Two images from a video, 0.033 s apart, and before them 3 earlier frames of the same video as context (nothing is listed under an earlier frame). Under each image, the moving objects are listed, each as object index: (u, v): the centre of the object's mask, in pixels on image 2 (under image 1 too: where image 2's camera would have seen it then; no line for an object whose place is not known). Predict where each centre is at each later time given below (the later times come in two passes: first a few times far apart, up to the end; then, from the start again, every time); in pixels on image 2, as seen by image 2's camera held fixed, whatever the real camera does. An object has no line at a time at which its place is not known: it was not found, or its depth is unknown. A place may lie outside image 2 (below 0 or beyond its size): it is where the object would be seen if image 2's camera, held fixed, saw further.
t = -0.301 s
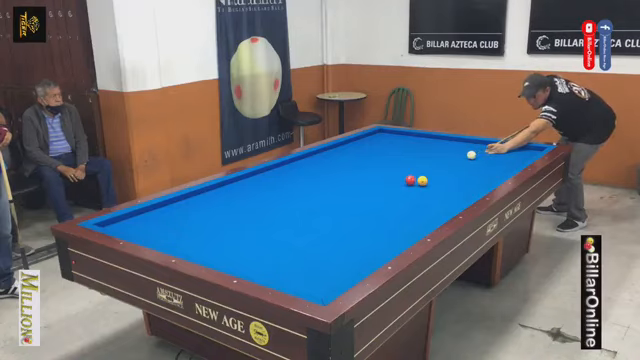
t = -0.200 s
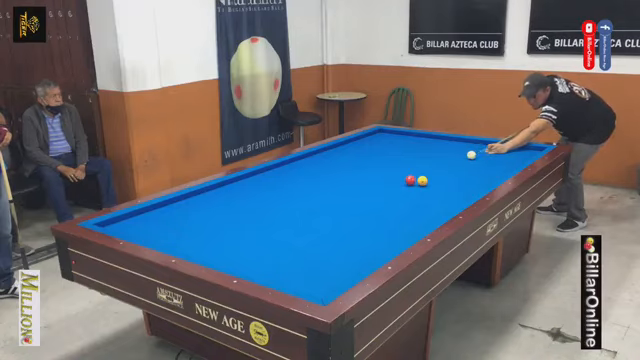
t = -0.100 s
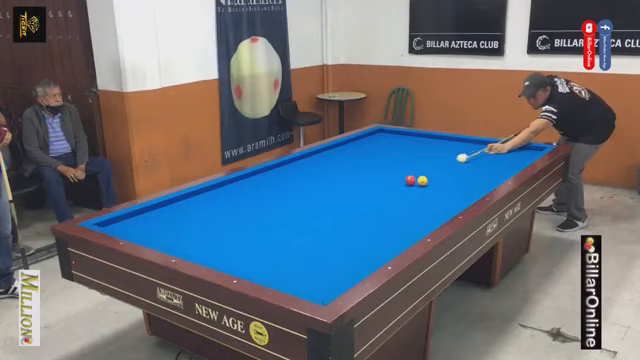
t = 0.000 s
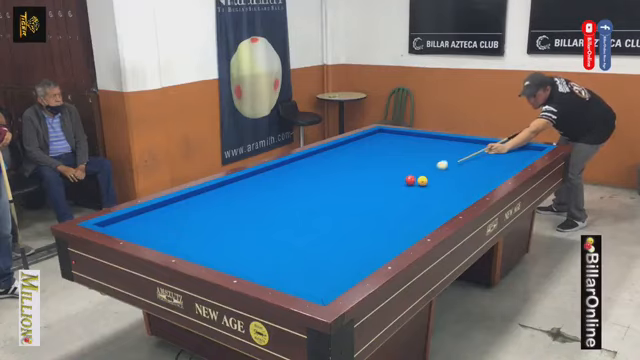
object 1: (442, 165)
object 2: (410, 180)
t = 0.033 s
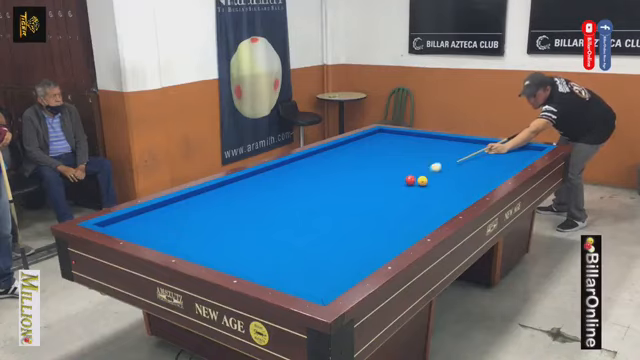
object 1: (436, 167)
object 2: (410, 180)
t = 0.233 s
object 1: (397, 178)
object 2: (411, 183)
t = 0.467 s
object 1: (351, 182)
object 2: (414, 196)
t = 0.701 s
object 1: (302, 187)
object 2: (418, 210)
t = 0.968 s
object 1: (245, 193)
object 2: (421, 226)
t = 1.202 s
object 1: (193, 199)
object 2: (396, 233)
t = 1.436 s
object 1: (156, 211)
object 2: (369, 240)
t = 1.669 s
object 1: (126, 229)
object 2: (342, 247)
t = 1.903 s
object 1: (165, 228)
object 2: (314, 255)
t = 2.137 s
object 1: (207, 225)
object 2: (284, 262)
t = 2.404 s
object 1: (253, 221)
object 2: (249, 269)
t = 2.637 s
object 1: (292, 218)
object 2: (247, 262)
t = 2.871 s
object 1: (329, 215)
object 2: (248, 254)
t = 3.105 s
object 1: (364, 213)
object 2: (248, 245)
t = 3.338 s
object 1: (400, 210)
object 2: (249, 238)
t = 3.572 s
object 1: (433, 208)
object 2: (249, 231)
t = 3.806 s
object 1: (452, 202)
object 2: (249, 225)
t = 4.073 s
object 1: (448, 194)
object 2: (250, 219)
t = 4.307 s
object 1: (445, 187)
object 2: (250, 214)
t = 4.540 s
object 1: (442, 181)
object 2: (250, 209)
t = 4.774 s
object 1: (439, 175)
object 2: (250, 205)
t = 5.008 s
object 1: (437, 170)
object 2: (250, 201)
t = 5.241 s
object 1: (435, 165)
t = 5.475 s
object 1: (433, 161)
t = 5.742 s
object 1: (431, 155)
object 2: (250, 190)
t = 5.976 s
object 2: (250, 187)
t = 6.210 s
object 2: (250, 184)
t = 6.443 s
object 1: (426, 145)
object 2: (250, 182)
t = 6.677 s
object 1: (425, 142)
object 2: (250, 179)
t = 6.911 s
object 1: (424, 139)
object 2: (250, 177)
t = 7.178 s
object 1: (423, 136)
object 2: (251, 175)
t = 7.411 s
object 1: (420, 134)
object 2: (254, 173)
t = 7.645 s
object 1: (412, 135)
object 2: (259, 173)
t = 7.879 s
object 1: (404, 135)
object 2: (262, 173)
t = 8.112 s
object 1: (397, 136)
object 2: (266, 173)
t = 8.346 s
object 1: (390, 136)
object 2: (269, 172)
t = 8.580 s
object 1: (383, 137)
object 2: (272, 172)
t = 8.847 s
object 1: (376, 137)
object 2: (274, 171)
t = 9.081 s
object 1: (369, 138)
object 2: (276, 171)
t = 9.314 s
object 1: (363, 138)
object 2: (277, 171)
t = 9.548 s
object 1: (357, 138)
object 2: (279, 171)
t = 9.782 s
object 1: (355, 139)
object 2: (280, 171)
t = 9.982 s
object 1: (355, 139)
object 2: (280, 171)
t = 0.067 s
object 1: (429, 170)
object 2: (410, 180)
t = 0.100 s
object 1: (423, 171)
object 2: (410, 180)
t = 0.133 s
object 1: (417, 173)
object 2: (409, 180)
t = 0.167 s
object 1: (411, 174)
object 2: (410, 180)
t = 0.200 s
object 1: (403, 177)
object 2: (411, 182)
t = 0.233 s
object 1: (397, 178)
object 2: (411, 183)
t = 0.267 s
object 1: (391, 178)
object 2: (411, 186)
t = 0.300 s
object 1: (384, 178)
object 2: (412, 188)
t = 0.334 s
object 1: (377, 179)
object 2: (412, 190)
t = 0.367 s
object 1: (371, 180)
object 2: (413, 192)
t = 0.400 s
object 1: (364, 180)
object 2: (413, 193)
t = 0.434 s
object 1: (357, 181)
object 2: (414, 195)
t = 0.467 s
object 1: (351, 182)
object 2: (414, 196)
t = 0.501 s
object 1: (344, 182)
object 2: (415, 198)
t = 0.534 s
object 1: (337, 183)
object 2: (415, 200)
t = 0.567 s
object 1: (330, 184)
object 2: (416, 202)
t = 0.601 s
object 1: (323, 185)
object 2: (416, 204)
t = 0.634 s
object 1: (316, 185)
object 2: (417, 206)
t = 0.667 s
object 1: (310, 186)
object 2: (417, 208)
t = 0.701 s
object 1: (302, 187)
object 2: (418, 210)
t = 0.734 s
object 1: (296, 188)
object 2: (418, 212)
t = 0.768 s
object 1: (289, 188)
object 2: (419, 214)
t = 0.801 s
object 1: (281, 189)
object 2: (420, 216)
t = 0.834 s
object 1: (274, 190)
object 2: (420, 218)
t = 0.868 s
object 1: (267, 190)
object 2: (421, 220)
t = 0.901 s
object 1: (260, 191)
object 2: (422, 222)
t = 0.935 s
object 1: (253, 192)
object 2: (422, 224)
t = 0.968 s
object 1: (245, 193)
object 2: (421, 226)
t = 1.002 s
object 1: (238, 194)
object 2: (418, 227)
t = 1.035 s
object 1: (230, 194)
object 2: (414, 229)
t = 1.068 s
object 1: (223, 195)
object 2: (411, 230)
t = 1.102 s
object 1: (216, 196)
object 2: (407, 231)
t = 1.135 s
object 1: (208, 197)
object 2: (403, 231)
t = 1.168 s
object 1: (200, 198)
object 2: (400, 233)
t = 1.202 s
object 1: (193, 199)
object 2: (396, 233)
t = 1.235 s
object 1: (185, 199)
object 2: (392, 234)
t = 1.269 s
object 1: (177, 200)
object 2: (388, 235)
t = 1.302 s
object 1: (170, 201)
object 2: (384, 237)
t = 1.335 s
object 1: (167, 203)
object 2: (381, 237)
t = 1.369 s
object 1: (163, 206)
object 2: (377, 238)
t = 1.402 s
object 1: (160, 208)
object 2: (373, 239)
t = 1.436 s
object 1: (156, 211)
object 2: (369, 240)
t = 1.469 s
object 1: (152, 213)
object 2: (365, 241)
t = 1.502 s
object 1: (148, 216)
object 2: (361, 242)
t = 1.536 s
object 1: (144, 218)
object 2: (358, 243)
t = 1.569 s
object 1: (140, 221)
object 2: (354, 244)
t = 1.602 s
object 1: (135, 224)
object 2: (350, 245)
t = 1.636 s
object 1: (131, 227)
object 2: (346, 246)
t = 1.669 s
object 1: (126, 229)
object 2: (342, 247)
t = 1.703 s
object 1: (124, 231)
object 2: (338, 248)
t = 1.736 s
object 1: (131, 230)
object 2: (334, 249)
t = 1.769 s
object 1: (138, 230)
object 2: (330, 251)
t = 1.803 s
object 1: (145, 230)
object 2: (326, 251)
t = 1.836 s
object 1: (153, 229)
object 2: (322, 253)
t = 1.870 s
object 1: (159, 228)
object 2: (317, 254)
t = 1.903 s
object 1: (165, 228)
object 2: (314, 255)
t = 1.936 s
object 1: (171, 227)
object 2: (309, 256)
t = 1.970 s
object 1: (177, 227)
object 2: (305, 257)
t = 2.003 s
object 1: (183, 227)
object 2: (301, 258)
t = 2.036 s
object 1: (189, 226)
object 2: (297, 259)
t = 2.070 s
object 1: (195, 225)
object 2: (293, 260)
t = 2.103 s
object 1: (201, 225)
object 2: (288, 261)
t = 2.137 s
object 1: (207, 225)
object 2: (284, 262)
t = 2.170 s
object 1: (213, 224)
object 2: (280, 263)
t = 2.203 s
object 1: (219, 223)
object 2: (275, 264)
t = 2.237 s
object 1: (224, 223)
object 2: (271, 265)
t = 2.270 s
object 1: (230, 223)
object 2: (267, 266)
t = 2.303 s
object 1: (236, 222)
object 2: (262, 268)
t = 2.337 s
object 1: (242, 222)
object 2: (258, 269)
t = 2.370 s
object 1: (247, 221)
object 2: (254, 269)
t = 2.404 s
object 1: (253, 221)
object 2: (249, 269)
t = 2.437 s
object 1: (259, 221)
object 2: (247, 269)
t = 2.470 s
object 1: (264, 220)
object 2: (247, 268)
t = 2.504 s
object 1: (270, 220)
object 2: (247, 267)
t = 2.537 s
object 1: (275, 219)
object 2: (247, 267)
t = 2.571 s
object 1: (281, 219)
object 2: (247, 265)
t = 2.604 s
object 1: (286, 219)
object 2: (247, 264)
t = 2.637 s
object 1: (292, 218)
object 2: (247, 262)
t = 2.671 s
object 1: (297, 218)
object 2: (247, 261)
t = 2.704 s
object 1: (302, 217)
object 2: (247, 260)
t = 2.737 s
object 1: (308, 217)
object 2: (247, 259)
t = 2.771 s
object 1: (313, 217)
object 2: (247, 257)
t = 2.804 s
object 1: (318, 216)
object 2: (247, 256)
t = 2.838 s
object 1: (323, 216)
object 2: (247, 255)
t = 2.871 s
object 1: (329, 215)
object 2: (248, 254)
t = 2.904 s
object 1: (334, 215)
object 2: (248, 252)
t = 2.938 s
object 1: (339, 215)
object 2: (248, 252)
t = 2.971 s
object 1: (344, 214)
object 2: (248, 250)
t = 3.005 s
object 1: (349, 214)
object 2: (248, 249)
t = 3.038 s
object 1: (355, 213)
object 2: (248, 248)
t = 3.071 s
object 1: (360, 213)
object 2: (248, 247)
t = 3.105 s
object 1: (364, 213)
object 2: (248, 245)
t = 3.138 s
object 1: (370, 212)
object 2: (248, 244)
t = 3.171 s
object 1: (375, 212)
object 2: (248, 243)
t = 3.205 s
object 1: (380, 211)
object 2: (248, 242)
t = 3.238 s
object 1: (385, 211)
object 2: (248, 241)
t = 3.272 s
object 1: (390, 211)
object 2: (248, 240)
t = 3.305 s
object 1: (395, 210)
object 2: (248, 239)
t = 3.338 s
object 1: (400, 210)
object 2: (249, 238)
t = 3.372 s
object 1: (404, 210)
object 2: (249, 237)
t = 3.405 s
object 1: (409, 209)
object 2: (249, 236)
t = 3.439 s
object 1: (414, 209)
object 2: (249, 235)
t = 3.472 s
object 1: (419, 209)
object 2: (249, 234)
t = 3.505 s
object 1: (424, 208)
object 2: (249, 233)
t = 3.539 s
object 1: (428, 208)
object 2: (249, 232)
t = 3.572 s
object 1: (433, 208)
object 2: (249, 231)
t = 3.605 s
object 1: (438, 207)
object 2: (249, 231)
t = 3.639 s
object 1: (443, 207)
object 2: (249, 230)
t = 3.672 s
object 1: (447, 206)
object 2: (249, 229)
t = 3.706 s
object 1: (452, 205)
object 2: (249, 228)
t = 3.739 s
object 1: (454, 204)
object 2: (249, 227)
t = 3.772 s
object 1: (453, 204)
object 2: (249, 226)
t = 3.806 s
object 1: (452, 202)
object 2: (249, 225)
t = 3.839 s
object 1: (452, 202)
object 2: (249, 224)
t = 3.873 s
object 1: (451, 200)
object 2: (249, 223)
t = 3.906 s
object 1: (451, 199)
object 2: (249, 223)
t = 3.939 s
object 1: (450, 198)
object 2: (249, 222)
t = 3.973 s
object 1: (450, 197)
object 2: (249, 221)
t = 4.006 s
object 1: (449, 196)
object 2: (249, 220)
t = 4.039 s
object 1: (449, 195)
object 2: (249, 220)
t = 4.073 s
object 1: (448, 194)
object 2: (250, 219)
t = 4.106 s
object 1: (448, 193)
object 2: (250, 218)
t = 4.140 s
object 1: (447, 192)
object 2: (250, 217)
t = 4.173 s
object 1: (447, 191)
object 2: (250, 217)
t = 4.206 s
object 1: (446, 190)
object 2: (250, 216)
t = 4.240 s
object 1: (446, 189)
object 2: (250, 215)
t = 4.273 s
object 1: (445, 188)
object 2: (250, 214)
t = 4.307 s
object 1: (445, 187)
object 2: (250, 214)
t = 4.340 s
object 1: (444, 186)
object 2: (250, 213)
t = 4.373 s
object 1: (444, 185)
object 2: (250, 212)
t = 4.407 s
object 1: (444, 185)
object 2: (250, 212)
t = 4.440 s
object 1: (443, 184)
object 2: (250, 211)
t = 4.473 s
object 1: (443, 183)
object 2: (250, 210)
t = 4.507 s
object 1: (442, 182)
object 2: (250, 210)
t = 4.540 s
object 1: (442, 181)
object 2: (250, 209)
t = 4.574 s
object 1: (441, 180)
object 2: (250, 208)
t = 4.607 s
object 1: (441, 179)
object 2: (250, 208)
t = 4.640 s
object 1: (441, 179)
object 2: (250, 207)
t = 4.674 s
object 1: (440, 178)
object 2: (250, 206)
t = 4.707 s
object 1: (440, 177)
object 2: (250, 206)
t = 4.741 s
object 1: (440, 176)
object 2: (250, 205)
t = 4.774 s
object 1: (439, 175)
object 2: (250, 205)
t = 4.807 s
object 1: (439, 174)
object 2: (250, 204)
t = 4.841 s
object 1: (439, 174)
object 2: (250, 203)
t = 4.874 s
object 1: (438, 173)
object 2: (250, 202)
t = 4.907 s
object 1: (438, 172)
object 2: (250, 202)
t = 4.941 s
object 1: (438, 171)
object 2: (250, 202)
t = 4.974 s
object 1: (437, 170)
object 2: (250, 201)
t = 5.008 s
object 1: (437, 170)
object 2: (250, 201)
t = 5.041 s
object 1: (437, 169)
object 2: (251, 200)
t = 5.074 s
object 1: (436, 168)
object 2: (250, 199)
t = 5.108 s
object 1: (436, 167)
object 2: (250, 199)
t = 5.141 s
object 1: (436, 167)
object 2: (250, 198)
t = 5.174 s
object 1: (435, 166)
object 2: (250, 198)
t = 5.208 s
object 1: (435, 165)
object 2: (251, 197)
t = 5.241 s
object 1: (435, 165)
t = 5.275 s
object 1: (435, 164)
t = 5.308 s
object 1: (434, 164)
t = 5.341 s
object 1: (434, 163)
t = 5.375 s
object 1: (434, 162)
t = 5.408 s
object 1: (433, 162)
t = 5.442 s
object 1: (433, 161)
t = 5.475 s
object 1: (433, 161)
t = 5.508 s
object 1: (432, 160)
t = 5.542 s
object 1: (432, 159)
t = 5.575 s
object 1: (432, 159)
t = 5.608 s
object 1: (432, 158)
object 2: (250, 191)
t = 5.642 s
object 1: (431, 157)
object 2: (250, 191)
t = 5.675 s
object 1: (431, 157)
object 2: (250, 190)
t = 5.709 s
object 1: (431, 156)
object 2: (250, 190)
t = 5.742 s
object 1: (431, 155)
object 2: (250, 190)
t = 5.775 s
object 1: (430, 155)
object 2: (250, 189)
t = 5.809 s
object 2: (250, 189)
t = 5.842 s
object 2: (250, 189)
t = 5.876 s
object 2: (250, 188)
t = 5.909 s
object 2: (250, 188)
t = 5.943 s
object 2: (250, 188)
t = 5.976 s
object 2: (250, 187)
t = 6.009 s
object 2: (250, 187)
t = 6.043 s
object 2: (250, 186)
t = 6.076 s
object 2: (250, 186)
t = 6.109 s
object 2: (250, 185)
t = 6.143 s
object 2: (250, 185)
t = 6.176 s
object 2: (250, 184)
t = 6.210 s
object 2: (250, 184)
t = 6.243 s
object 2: (250, 184)
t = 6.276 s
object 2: (250, 183)
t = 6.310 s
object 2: (250, 183)
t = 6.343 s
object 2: (250, 183)
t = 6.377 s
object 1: (426, 145)
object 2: (250, 182)
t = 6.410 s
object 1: (427, 145)
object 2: (250, 182)
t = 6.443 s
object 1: (426, 145)
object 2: (250, 182)
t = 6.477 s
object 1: (426, 144)
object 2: (250, 181)
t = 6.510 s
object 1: (426, 144)
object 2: (250, 181)
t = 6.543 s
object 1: (426, 144)
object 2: (250, 181)
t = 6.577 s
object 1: (426, 143)
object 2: (250, 180)
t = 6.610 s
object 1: (426, 142)
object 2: (250, 180)
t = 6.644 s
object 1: (425, 142)
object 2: (250, 179)
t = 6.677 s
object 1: (425, 142)
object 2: (250, 179)
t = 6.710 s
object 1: (425, 141)
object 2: (250, 179)
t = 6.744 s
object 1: (425, 141)
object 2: (250, 178)
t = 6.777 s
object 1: (425, 141)
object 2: (250, 178)
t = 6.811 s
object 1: (425, 140)
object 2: (250, 178)
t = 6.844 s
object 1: (425, 140)
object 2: (250, 178)
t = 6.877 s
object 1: (425, 140)
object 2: (250, 177)
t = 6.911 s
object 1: (424, 139)
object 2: (250, 177)
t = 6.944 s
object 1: (424, 139)
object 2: (250, 177)
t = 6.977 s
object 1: (424, 138)
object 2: (250, 176)
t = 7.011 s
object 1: (424, 138)
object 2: (250, 176)
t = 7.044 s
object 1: (424, 137)
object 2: (250, 176)
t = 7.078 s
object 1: (424, 137)
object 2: (250, 175)
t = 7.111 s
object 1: (423, 137)
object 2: (251, 175)
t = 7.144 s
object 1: (423, 136)
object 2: (251, 175)
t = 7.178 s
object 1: (423, 136)
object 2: (251, 175)
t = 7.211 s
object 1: (423, 136)
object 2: (251, 174)
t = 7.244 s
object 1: (423, 135)
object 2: (251, 174)
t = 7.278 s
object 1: (423, 135)
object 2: (252, 174)
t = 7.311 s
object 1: (422, 135)
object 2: (252, 174)
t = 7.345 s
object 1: (422, 134)
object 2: (253, 174)
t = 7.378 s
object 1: (421, 134)
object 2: (253, 174)
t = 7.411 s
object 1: (420, 134)
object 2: (254, 173)
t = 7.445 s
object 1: (419, 134)
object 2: (255, 174)
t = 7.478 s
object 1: (418, 135)
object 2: (256, 173)
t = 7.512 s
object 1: (416, 134)
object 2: (256, 173)
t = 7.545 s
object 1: (415, 135)
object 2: (257, 174)
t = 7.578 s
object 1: (414, 135)
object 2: (258, 173)
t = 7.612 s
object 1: (413, 135)
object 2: (258, 173)
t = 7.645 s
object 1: (412, 135)
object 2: (259, 173)
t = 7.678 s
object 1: (411, 135)
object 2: (259, 173)
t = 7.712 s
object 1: (410, 135)
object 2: (260, 173)
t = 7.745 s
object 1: (408, 135)
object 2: (260, 173)
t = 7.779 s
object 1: (408, 135)
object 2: (260, 173)
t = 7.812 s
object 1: (407, 135)
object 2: (260, 173)
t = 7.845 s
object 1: (405, 135)
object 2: (262, 173)
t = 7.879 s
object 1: (404, 135)
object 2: (262, 173)
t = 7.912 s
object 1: (403, 135)
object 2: (263, 173)
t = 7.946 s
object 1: (402, 135)
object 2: (263, 173)
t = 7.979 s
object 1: (401, 135)
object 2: (264, 173)
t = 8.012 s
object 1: (400, 136)
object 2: (264, 173)
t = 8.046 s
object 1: (399, 136)
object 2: (265, 173)
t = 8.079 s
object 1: (398, 136)
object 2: (266, 173)
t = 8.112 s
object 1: (397, 136)
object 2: (266, 173)
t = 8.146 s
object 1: (396, 136)
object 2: (266, 173)
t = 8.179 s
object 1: (395, 136)
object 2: (267, 172)
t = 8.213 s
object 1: (394, 136)
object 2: (267, 172)
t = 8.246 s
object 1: (393, 136)
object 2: (267, 172)
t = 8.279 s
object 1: (392, 136)
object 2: (268, 172)
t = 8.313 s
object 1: (391, 136)
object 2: (268, 172)
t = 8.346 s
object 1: (390, 136)
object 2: (269, 172)
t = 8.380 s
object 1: (389, 136)
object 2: (269, 172)
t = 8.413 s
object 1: (388, 136)
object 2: (270, 172)
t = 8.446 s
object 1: (387, 136)
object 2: (270, 172)
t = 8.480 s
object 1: (386, 136)
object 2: (270, 172)
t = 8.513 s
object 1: (385, 136)
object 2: (271, 172)
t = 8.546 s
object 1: (384, 136)
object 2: (271, 172)
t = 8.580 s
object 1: (383, 137)
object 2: (272, 172)
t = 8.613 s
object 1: (382, 137)
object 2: (272, 172)
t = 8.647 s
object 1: (381, 137)
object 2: (272, 172)
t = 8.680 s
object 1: (380, 137)
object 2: (272, 172)
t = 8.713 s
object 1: (379, 137)
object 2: (272, 172)
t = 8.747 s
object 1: (379, 137)
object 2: (273, 172)
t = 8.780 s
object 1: (378, 137)
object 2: (273, 172)
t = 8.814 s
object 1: (377, 137)
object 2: (274, 171)
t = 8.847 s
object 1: (376, 137)
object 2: (274, 171)
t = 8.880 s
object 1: (375, 137)
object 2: (274, 171)
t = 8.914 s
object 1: (374, 137)
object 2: (274, 171)
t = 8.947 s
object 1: (373, 137)
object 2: (275, 171)
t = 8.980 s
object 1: (372, 137)
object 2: (275, 171)
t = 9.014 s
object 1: (371, 137)
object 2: (275, 171)
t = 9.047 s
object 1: (370, 137)
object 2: (276, 171)
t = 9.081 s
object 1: (369, 138)
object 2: (276, 171)
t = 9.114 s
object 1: (368, 138)
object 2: (276, 171)
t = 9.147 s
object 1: (367, 138)
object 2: (276, 171)
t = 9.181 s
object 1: (367, 138)
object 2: (276, 171)
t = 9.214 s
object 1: (366, 138)
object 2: (277, 171)
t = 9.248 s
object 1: (365, 138)
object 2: (277, 171)
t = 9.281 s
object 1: (364, 138)
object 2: (277, 171)
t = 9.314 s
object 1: (363, 138)
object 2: (277, 171)
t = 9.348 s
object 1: (362, 138)
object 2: (278, 171)
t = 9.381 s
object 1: (361, 138)
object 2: (278, 171)
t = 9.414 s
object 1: (361, 138)
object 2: (278, 171)
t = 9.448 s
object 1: (360, 138)
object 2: (278, 171)
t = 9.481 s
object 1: (359, 138)
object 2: (278, 171)
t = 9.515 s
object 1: (358, 138)
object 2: (279, 171)
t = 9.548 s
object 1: (357, 138)
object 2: (279, 171)
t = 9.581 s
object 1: (357, 138)
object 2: (279, 171)
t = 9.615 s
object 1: (356, 138)
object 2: (279, 171)
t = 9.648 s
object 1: (355, 138)
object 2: (279, 171)
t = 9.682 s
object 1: (355, 139)
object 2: (280, 171)
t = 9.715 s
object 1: (355, 139)
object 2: (280, 171)
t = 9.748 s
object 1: (355, 139)
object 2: (280, 171)
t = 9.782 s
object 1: (355, 139)
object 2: (280, 171)
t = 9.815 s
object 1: (355, 139)
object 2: (280, 171)
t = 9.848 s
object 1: (355, 139)
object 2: (280, 171)
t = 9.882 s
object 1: (355, 139)
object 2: (280, 171)
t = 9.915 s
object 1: (355, 139)
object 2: (280, 171)
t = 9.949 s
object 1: (355, 139)
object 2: (280, 171)
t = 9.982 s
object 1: (355, 139)
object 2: (280, 171)
